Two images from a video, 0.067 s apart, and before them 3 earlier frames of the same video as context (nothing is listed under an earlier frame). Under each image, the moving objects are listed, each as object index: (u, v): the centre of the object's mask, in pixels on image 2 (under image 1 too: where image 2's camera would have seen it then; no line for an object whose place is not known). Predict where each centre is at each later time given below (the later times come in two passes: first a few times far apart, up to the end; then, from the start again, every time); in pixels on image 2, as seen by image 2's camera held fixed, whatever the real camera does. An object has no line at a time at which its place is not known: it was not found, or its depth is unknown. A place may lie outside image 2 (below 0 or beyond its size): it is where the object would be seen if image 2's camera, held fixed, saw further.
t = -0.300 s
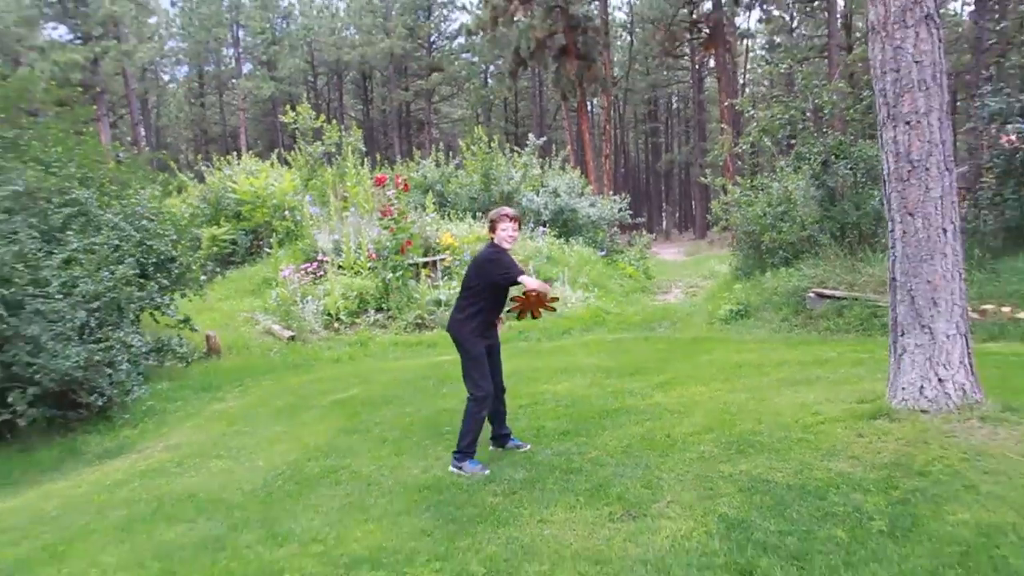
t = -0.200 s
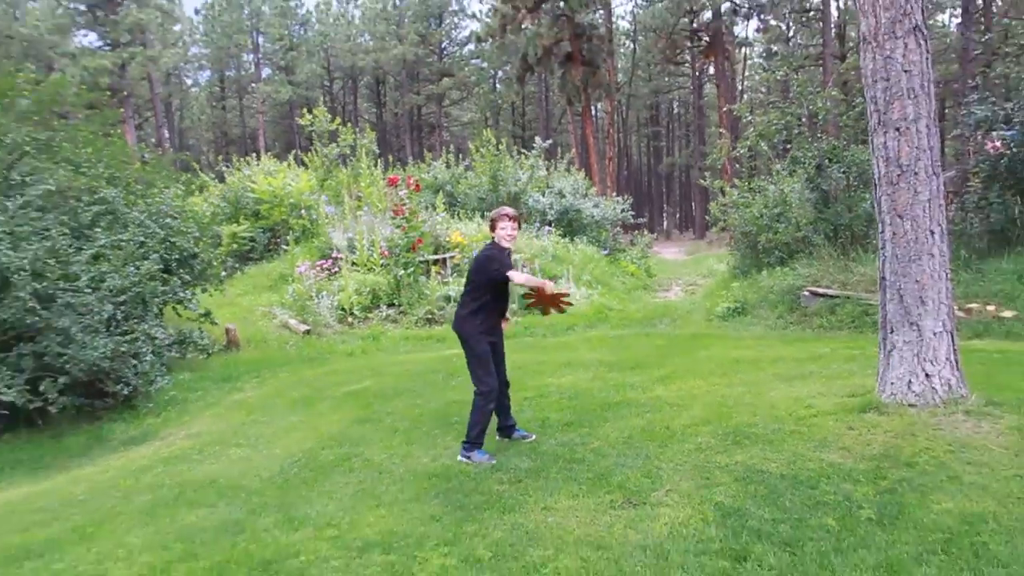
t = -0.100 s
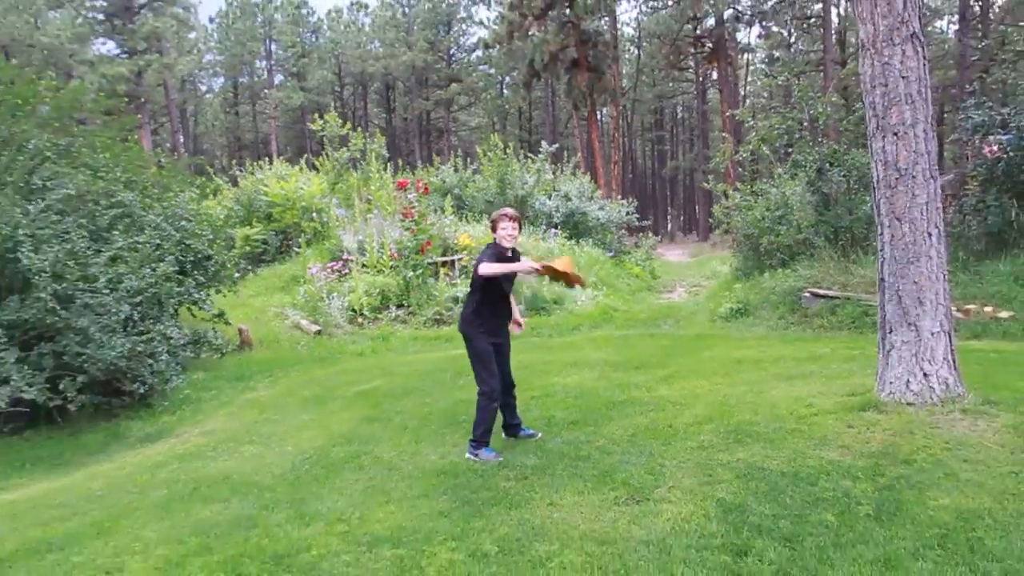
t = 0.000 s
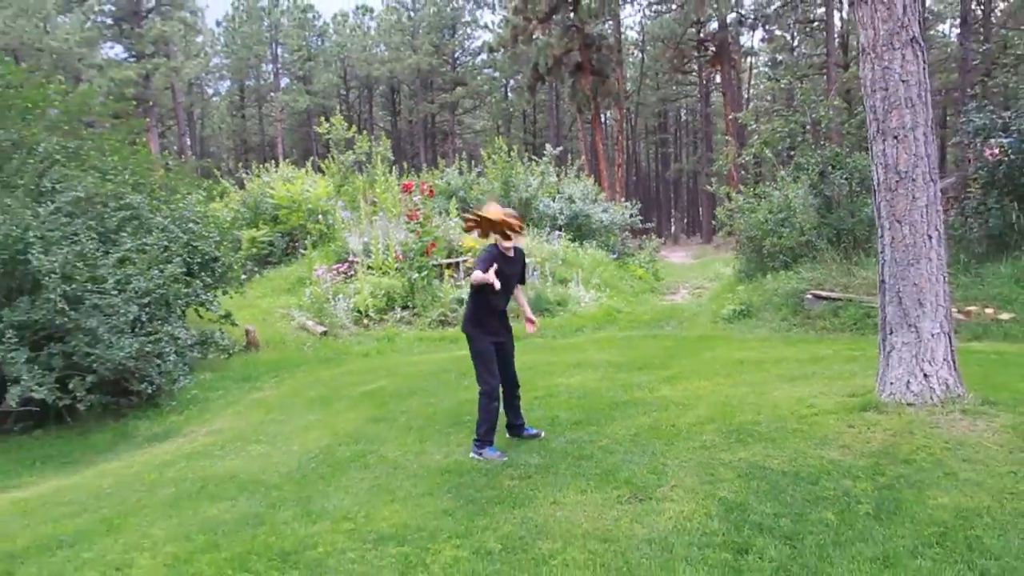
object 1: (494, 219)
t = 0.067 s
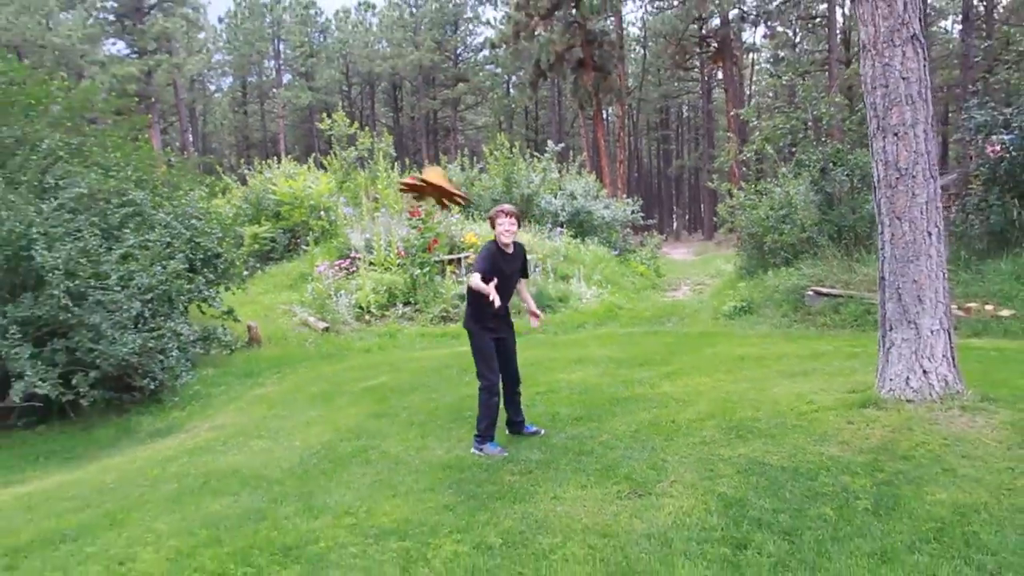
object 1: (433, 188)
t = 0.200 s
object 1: (269, 145)
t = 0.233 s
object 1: (217, 136)
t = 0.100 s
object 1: (397, 175)
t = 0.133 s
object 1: (356, 163)
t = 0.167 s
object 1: (313, 153)
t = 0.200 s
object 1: (269, 145)
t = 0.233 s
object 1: (217, 136)
